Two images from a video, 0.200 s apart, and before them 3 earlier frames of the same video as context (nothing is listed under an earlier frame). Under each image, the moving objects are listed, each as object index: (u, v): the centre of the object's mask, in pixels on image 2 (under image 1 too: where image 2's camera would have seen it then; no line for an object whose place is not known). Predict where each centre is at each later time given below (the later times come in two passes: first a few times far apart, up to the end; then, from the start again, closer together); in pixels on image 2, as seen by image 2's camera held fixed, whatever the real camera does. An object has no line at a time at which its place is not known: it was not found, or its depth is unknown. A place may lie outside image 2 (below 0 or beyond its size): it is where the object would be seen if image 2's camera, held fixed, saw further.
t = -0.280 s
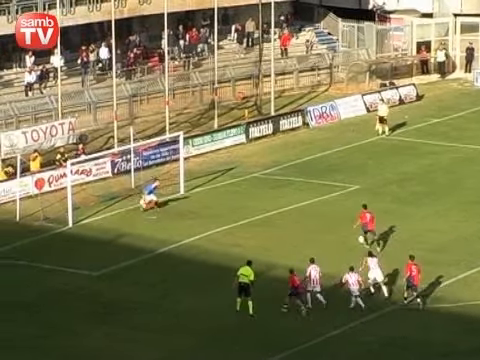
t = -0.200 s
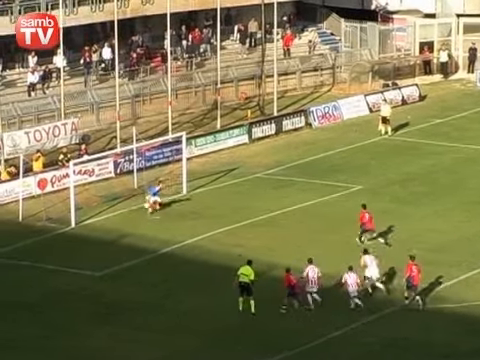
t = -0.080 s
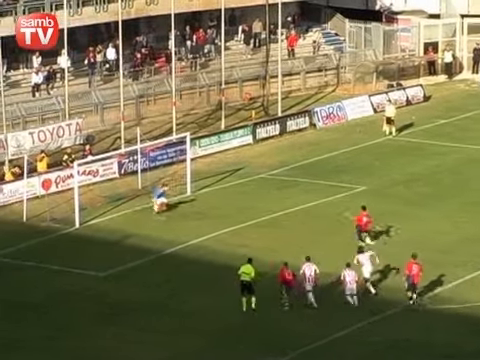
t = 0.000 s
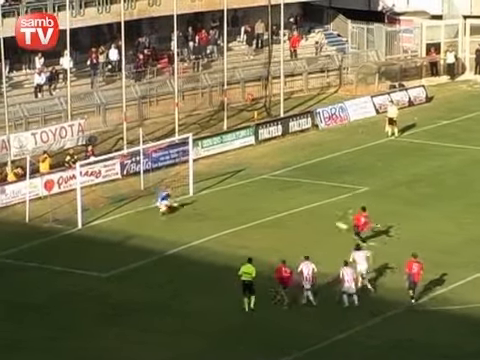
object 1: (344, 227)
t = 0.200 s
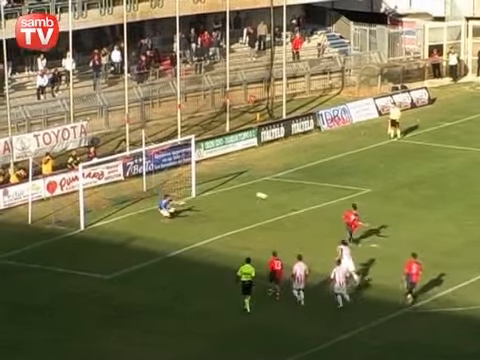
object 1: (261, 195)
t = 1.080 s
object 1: (136, 194)
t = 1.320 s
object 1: (134, 196)
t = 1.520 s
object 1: (132, 198)
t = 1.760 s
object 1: (129, 200)
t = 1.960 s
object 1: (128, 201)
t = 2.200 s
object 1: (125, 202)
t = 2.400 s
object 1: (123, 203)
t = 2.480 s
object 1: (123, 203)
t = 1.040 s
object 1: (136, 195)
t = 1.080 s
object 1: (136, 194)
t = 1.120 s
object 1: (136, 194)
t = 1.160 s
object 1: (135, 193)
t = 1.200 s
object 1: (135, 194)
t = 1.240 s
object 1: (134, 193)
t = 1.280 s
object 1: (134, 194)
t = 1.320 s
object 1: (134, 196)
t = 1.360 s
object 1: (133, 197)
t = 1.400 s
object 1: (133, 197)
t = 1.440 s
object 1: (132, 198)
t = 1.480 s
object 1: (132, 198)
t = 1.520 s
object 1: (132, 198)
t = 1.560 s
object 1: (131, 199)
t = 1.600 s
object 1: (131, 199)
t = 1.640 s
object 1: (130, 199)
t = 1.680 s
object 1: (130, 199)
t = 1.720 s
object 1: (129, 200)
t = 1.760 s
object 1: (129, 200)
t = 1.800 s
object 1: (129, 200)
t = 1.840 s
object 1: (129, 200)
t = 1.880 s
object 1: (129, 200)
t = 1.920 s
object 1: (128, 200)
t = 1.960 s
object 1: (128, 201)
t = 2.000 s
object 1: (127, 201)
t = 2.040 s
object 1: (126, 201)
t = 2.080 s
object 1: (126, 201)
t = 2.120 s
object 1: (125, 201)
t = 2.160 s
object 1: (125, 202)
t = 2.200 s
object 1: (125, 202)
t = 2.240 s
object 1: (124, 202)
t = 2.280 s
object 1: (124, 203)
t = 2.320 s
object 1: (124, 203)
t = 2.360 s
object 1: (123, 203)
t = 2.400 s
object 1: (123, 203)
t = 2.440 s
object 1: (123, 203)
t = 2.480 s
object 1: (123, 203)
